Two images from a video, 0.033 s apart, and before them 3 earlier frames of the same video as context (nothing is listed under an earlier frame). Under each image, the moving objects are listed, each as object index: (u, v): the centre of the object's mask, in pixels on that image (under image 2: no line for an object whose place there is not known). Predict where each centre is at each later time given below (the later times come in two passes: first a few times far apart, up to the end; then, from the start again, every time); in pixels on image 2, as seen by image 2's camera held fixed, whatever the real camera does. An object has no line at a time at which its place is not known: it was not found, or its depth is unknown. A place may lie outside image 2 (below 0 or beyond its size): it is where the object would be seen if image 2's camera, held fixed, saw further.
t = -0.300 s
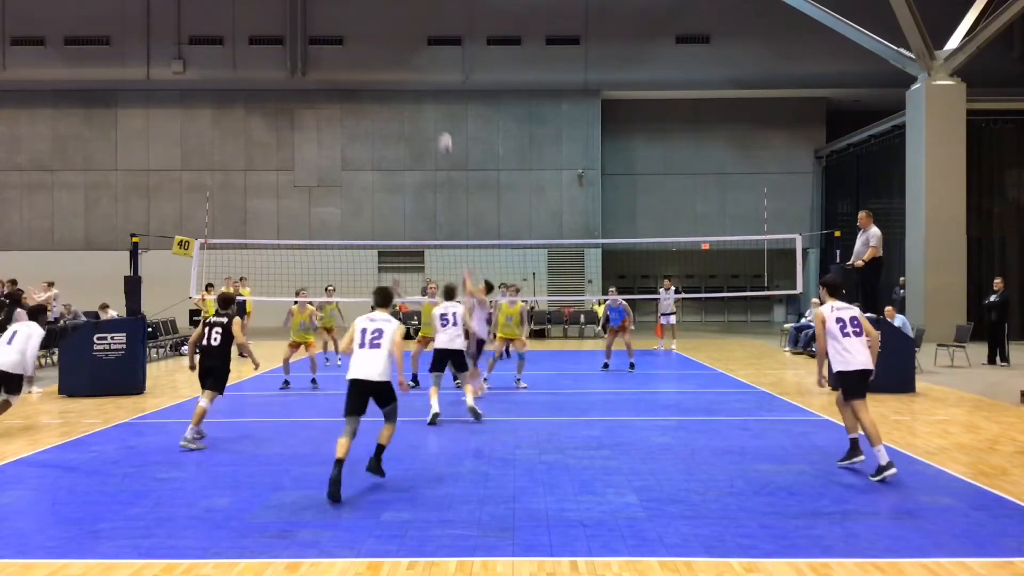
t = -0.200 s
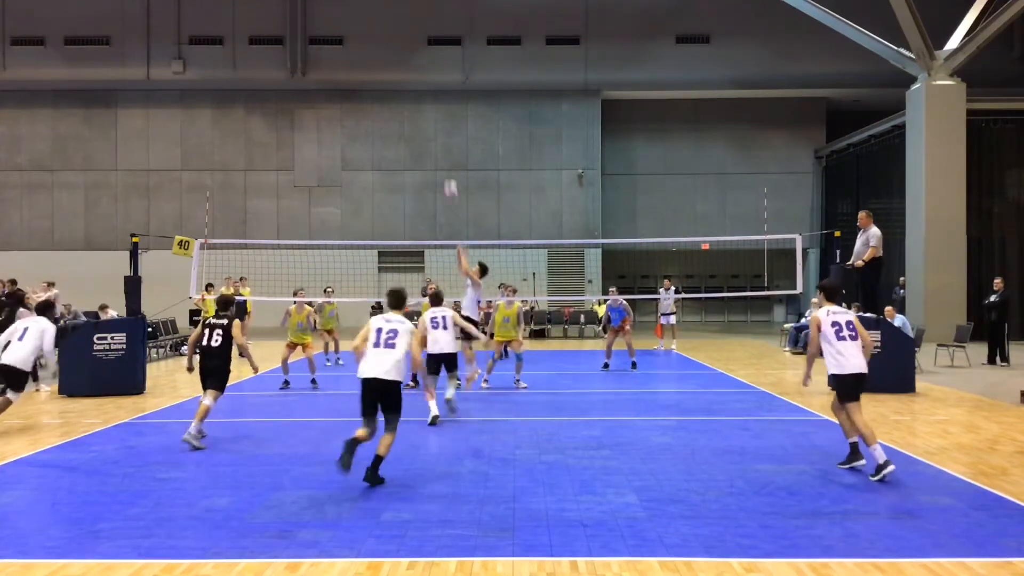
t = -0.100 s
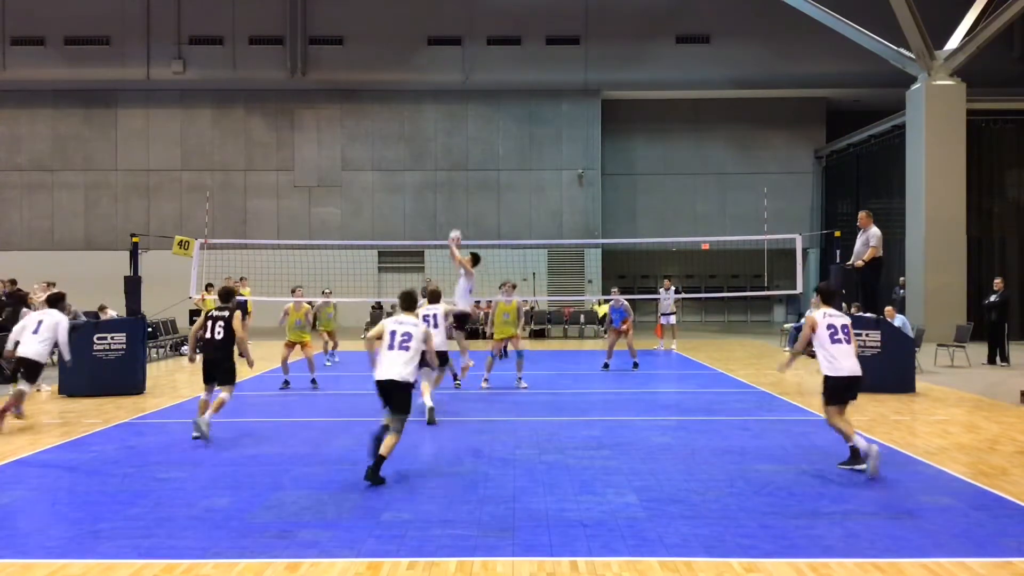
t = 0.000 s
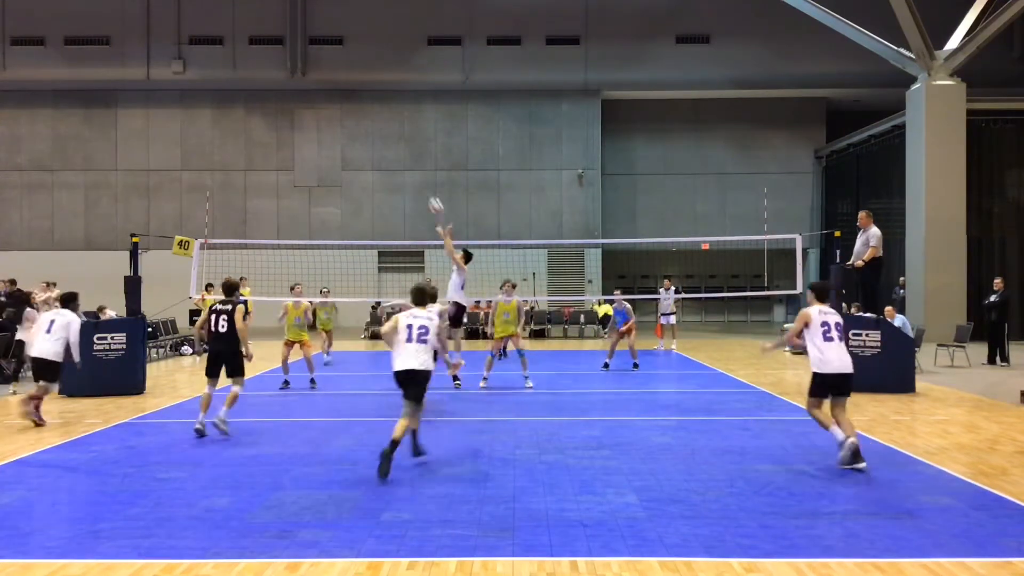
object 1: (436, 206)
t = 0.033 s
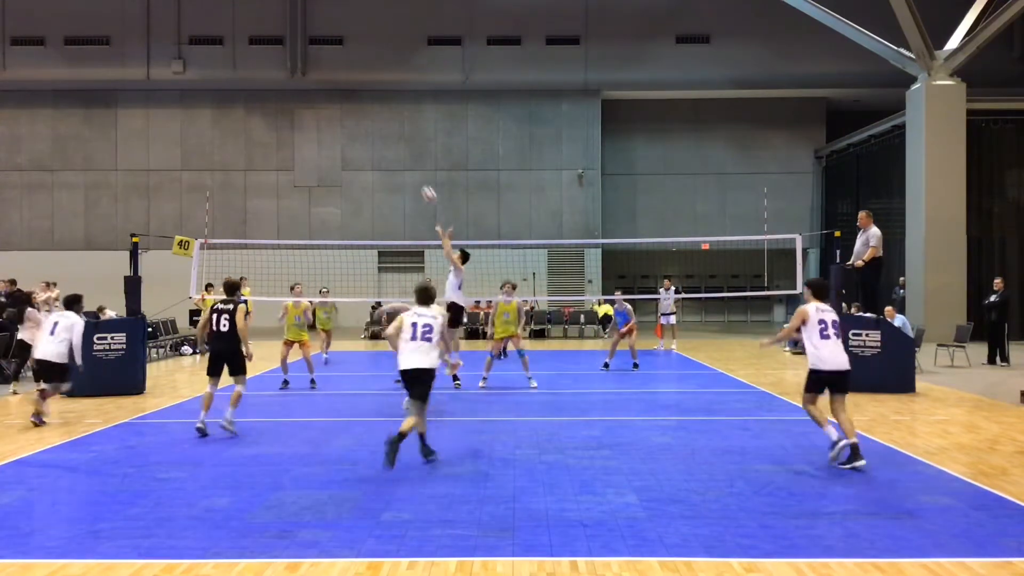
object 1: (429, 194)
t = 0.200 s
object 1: (392, 145)
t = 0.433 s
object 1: (344, 108)
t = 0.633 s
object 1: (304, 105)
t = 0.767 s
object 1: (278, 117)
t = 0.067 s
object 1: (421, 182)
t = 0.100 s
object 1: (414, 171)
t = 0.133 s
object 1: (407, 162)
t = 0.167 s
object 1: (400, 154)
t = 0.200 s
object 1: (392, 145)
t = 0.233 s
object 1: (386, 137)
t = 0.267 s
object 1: (378, 131)
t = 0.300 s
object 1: (371, 125)
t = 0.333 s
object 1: (365, 120)
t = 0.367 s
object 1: (358, 115)
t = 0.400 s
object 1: (351, 112)
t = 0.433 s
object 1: (344, 108)
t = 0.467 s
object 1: (338, 106)
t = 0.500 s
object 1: (331, 104)
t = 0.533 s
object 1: (324, 103)
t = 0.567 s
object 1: (318, 103)
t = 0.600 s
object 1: (311, 104)
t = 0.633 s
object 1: (304, 105)
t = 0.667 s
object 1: (298, 107)
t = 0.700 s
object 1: (291, 110)
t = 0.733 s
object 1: (285, 113)
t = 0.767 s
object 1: (278, 117)
